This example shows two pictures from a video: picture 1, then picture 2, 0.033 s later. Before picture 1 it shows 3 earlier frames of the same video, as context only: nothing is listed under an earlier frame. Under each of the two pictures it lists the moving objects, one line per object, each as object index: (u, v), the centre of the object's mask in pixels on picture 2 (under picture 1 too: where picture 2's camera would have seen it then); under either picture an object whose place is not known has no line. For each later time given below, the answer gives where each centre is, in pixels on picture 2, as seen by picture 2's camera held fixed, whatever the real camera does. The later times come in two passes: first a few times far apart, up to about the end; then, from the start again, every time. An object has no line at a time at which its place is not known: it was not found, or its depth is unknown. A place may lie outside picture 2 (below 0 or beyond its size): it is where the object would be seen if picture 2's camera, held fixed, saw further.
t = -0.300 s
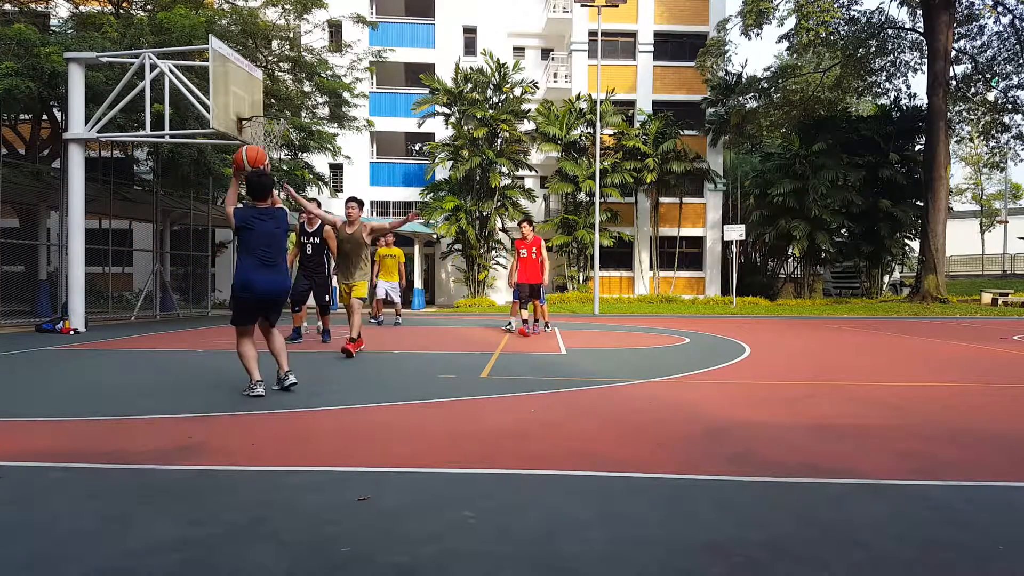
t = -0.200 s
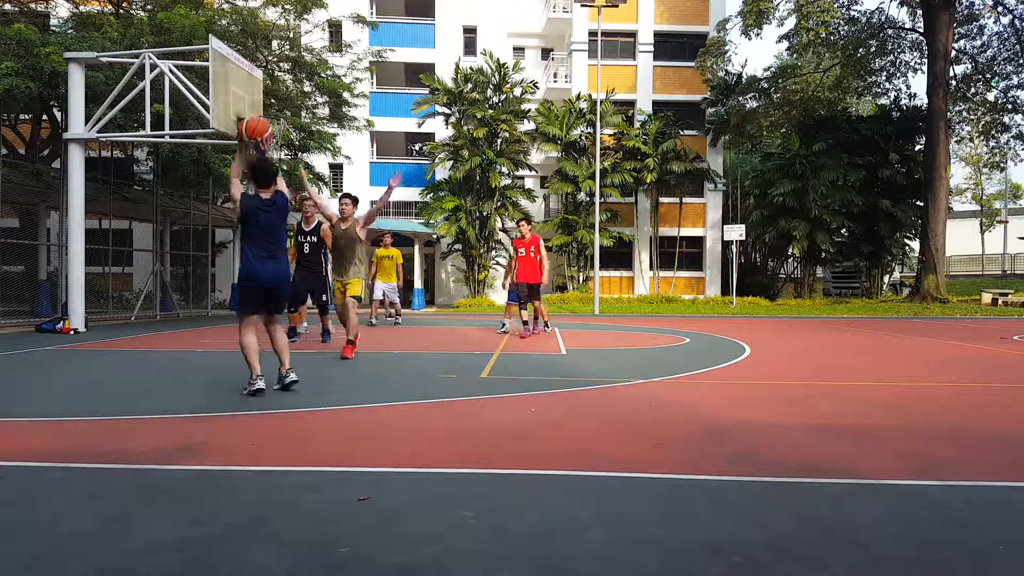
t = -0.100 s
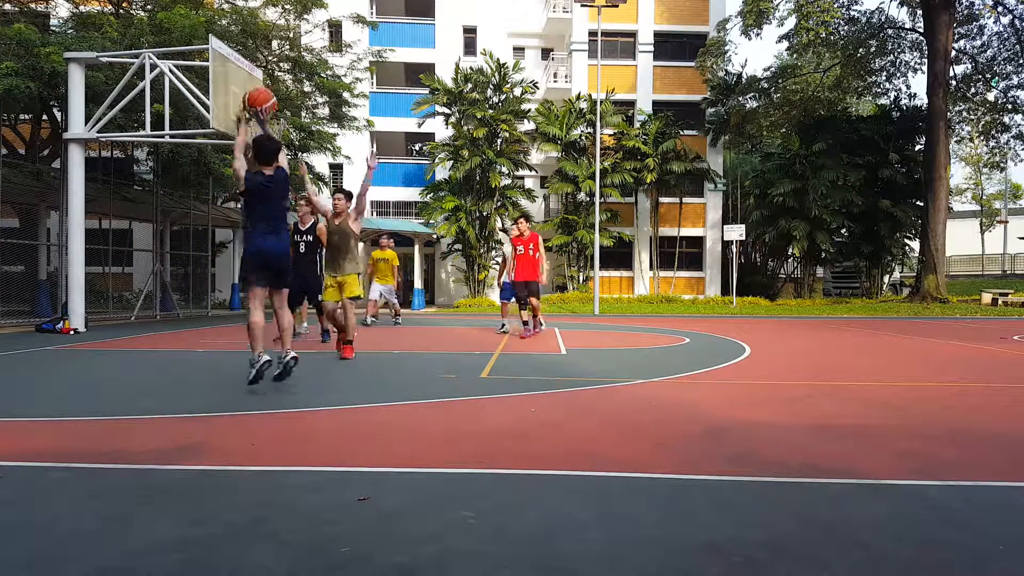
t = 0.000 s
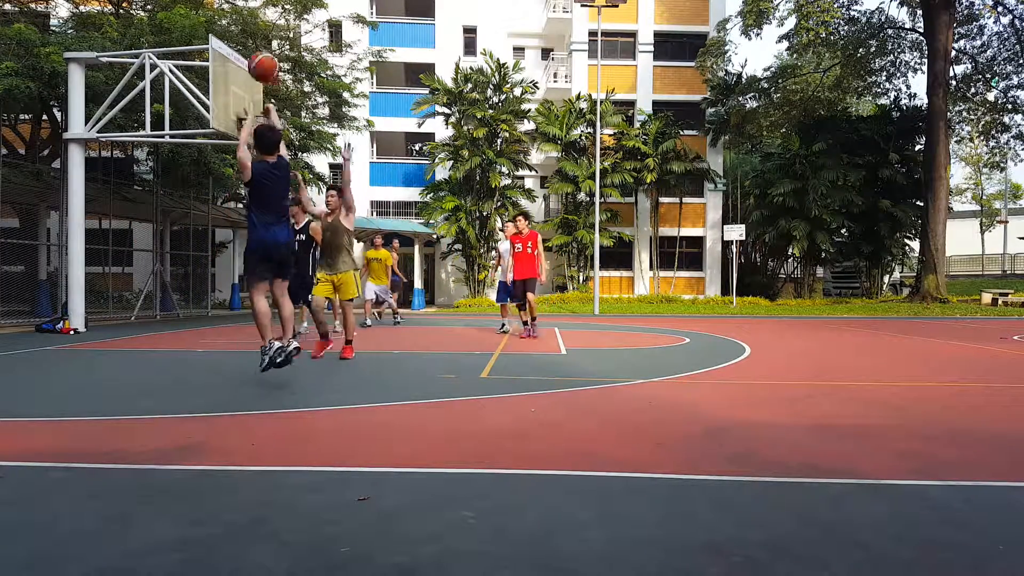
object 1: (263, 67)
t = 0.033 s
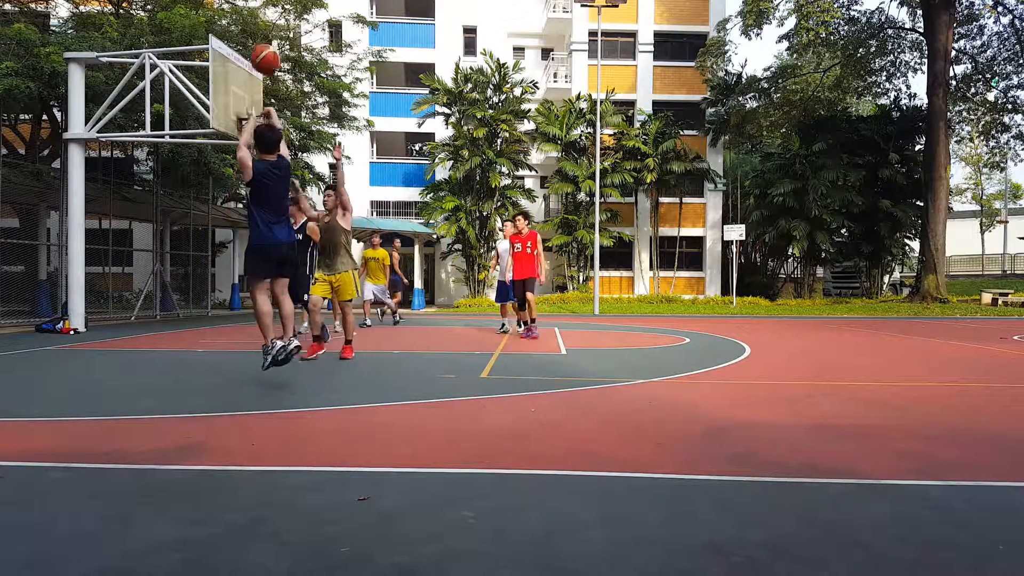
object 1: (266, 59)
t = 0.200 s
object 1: (273, 42)
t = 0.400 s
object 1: (280, 57)
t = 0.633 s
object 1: (286, 110)
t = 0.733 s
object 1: (289, 142)
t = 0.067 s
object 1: (267, 53)
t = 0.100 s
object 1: (268, 49)
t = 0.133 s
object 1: (269, 45)
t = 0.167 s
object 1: (271, 43)
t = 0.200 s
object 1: (273, 42)
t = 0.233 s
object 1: (275, 42)
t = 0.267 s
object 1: (276, 43)
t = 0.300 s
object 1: (278, 45)
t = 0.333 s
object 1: (279, 49)
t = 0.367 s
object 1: (280, 52)
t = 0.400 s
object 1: (280, 57)
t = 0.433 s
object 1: (282, 64)
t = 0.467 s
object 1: (281, 71)
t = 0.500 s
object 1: (283, 78)
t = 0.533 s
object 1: (282, 85)
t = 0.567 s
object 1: (283, 94)
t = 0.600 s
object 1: (285, 102)
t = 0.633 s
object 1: (286, 110)
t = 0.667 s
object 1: (286, 121)
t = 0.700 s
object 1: (289, 132)
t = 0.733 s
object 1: (289, 142)
